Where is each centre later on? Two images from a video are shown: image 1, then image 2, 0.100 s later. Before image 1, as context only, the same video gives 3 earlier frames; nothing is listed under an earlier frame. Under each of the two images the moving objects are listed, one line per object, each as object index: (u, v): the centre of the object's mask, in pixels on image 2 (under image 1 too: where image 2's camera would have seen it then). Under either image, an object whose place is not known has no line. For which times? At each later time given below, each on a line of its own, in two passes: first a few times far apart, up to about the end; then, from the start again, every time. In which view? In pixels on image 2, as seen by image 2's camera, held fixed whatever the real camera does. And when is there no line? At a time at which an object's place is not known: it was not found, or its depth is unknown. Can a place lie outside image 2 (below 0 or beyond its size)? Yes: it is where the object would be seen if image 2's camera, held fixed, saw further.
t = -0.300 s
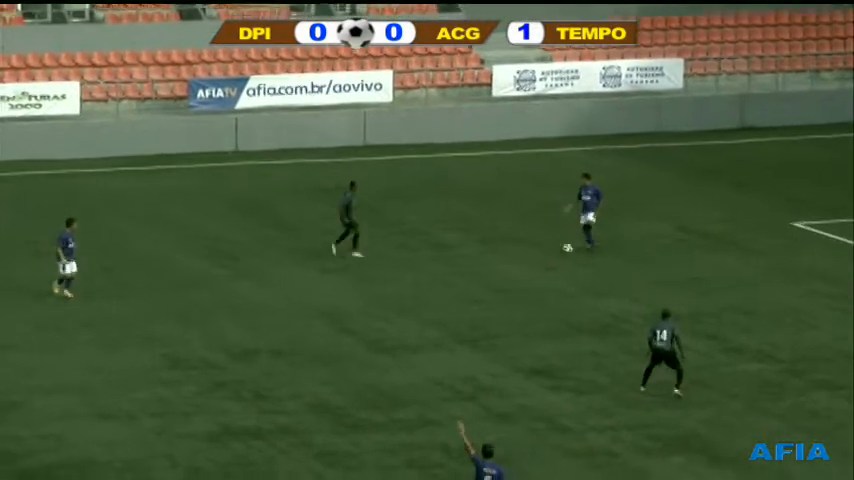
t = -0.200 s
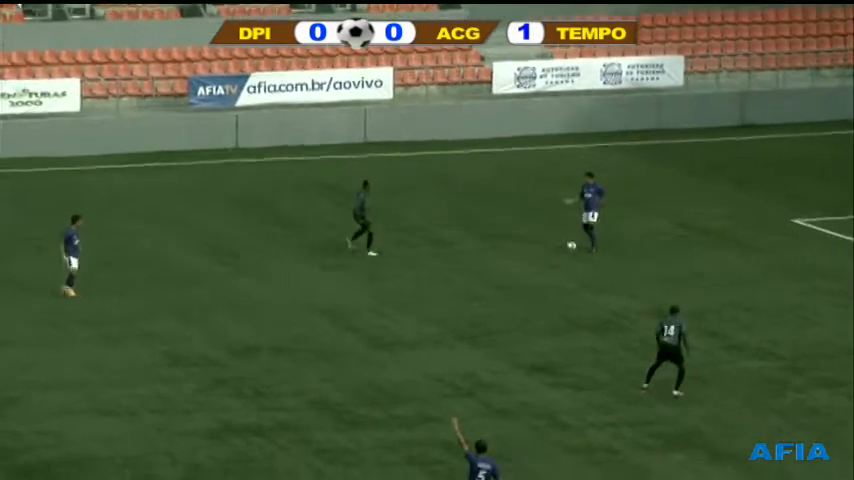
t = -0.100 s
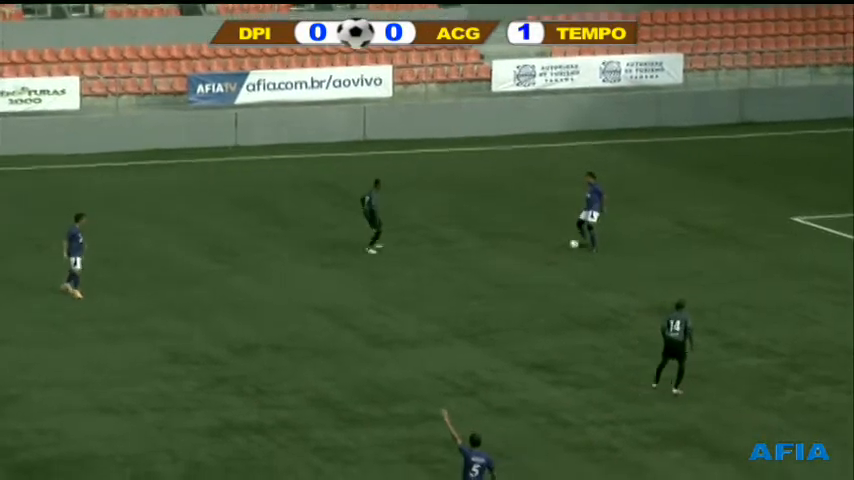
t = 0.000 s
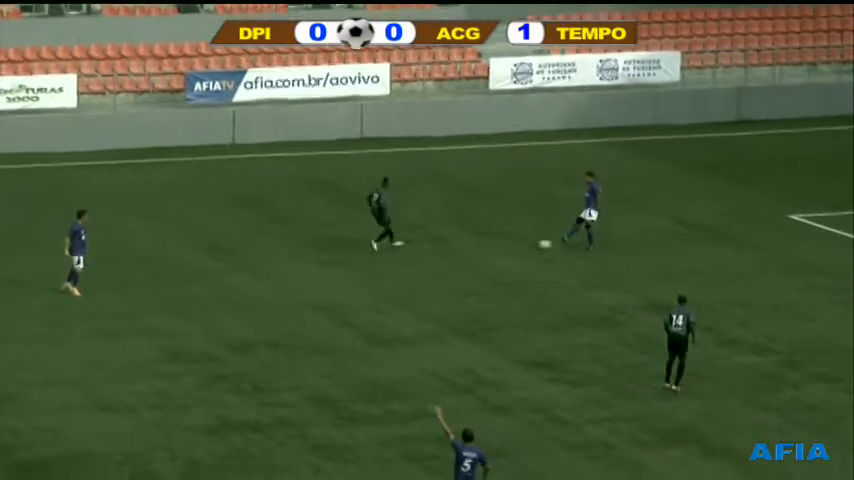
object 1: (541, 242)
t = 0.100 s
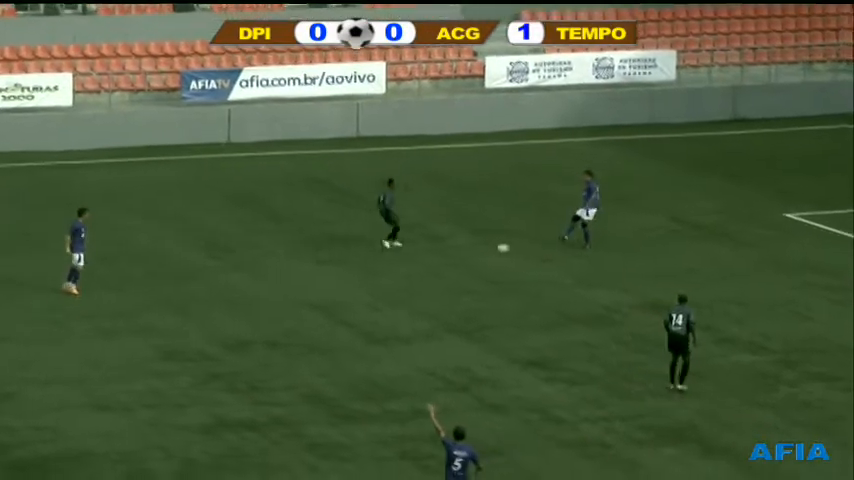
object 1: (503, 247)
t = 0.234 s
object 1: (456, 255)
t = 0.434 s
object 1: (395, 265)
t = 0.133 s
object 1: (490, 250)
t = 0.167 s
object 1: (478, 252)
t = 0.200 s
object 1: (467, 253)
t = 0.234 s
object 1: (456, 255)
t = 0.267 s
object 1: (445, 257)
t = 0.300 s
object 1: (434, 259)
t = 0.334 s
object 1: (423, 261)
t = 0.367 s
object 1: (413, 263)
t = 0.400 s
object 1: (404, 263)
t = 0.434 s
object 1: (395, 265)
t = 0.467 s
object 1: (385, 267)
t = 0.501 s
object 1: (375, 269)
